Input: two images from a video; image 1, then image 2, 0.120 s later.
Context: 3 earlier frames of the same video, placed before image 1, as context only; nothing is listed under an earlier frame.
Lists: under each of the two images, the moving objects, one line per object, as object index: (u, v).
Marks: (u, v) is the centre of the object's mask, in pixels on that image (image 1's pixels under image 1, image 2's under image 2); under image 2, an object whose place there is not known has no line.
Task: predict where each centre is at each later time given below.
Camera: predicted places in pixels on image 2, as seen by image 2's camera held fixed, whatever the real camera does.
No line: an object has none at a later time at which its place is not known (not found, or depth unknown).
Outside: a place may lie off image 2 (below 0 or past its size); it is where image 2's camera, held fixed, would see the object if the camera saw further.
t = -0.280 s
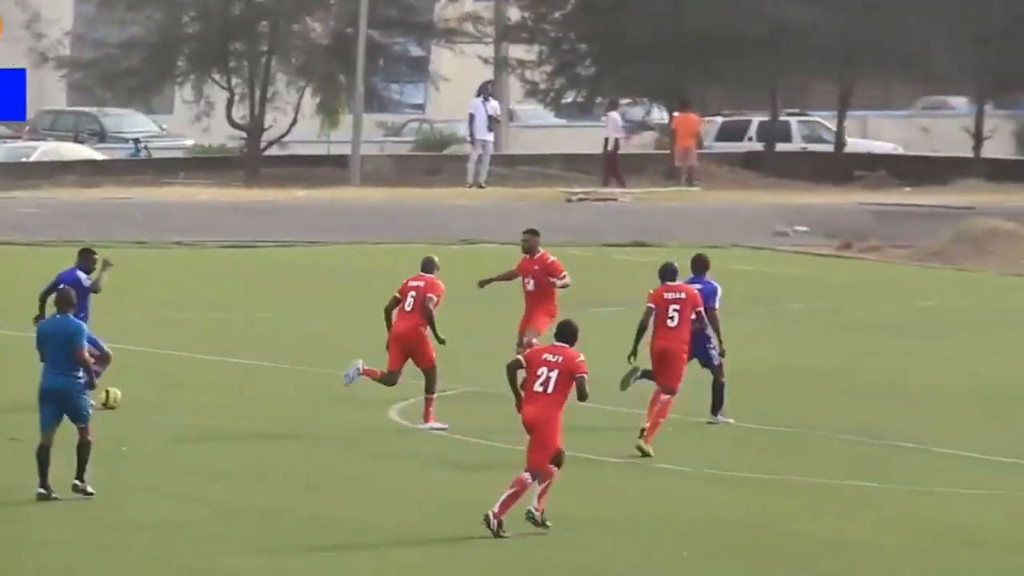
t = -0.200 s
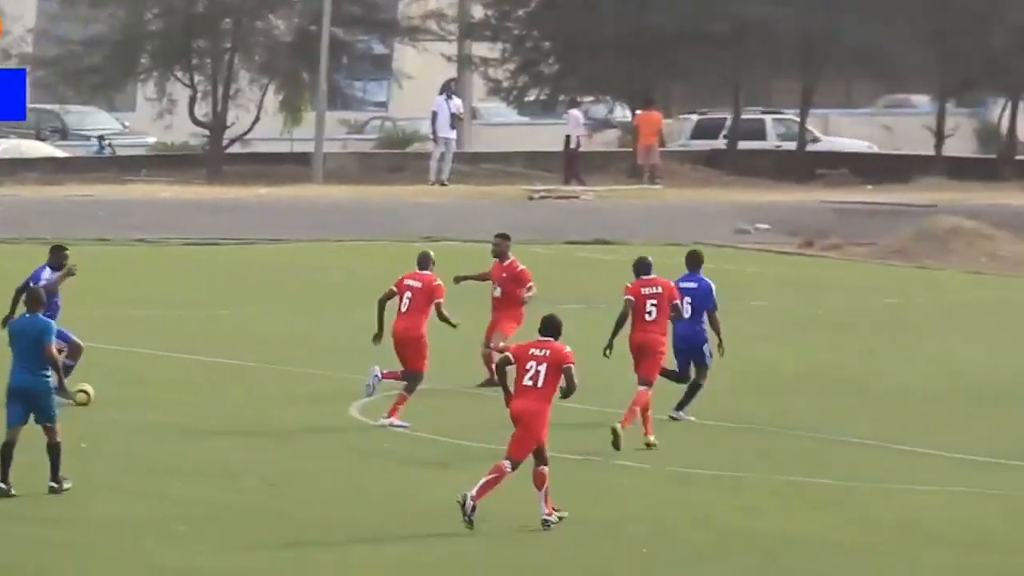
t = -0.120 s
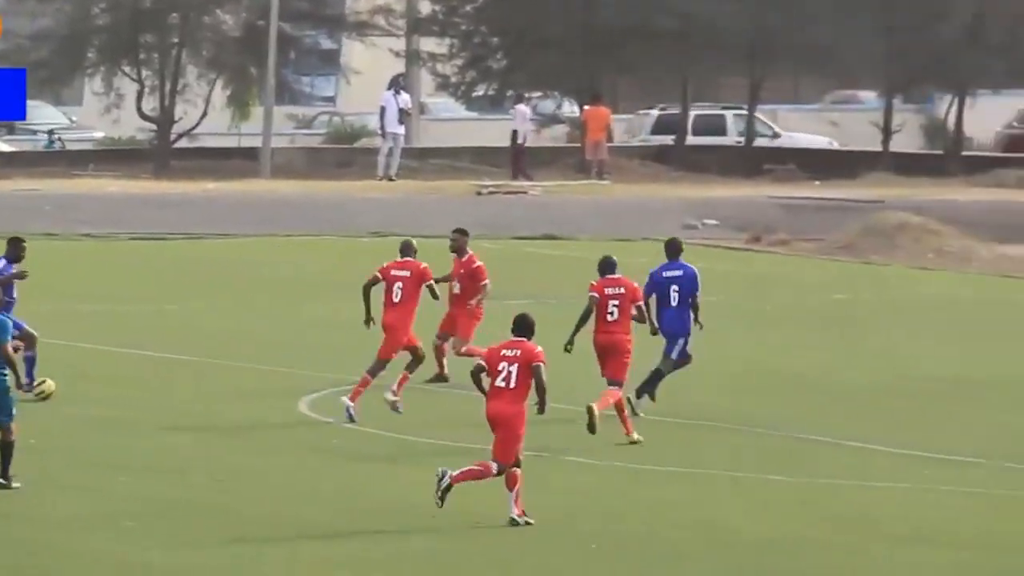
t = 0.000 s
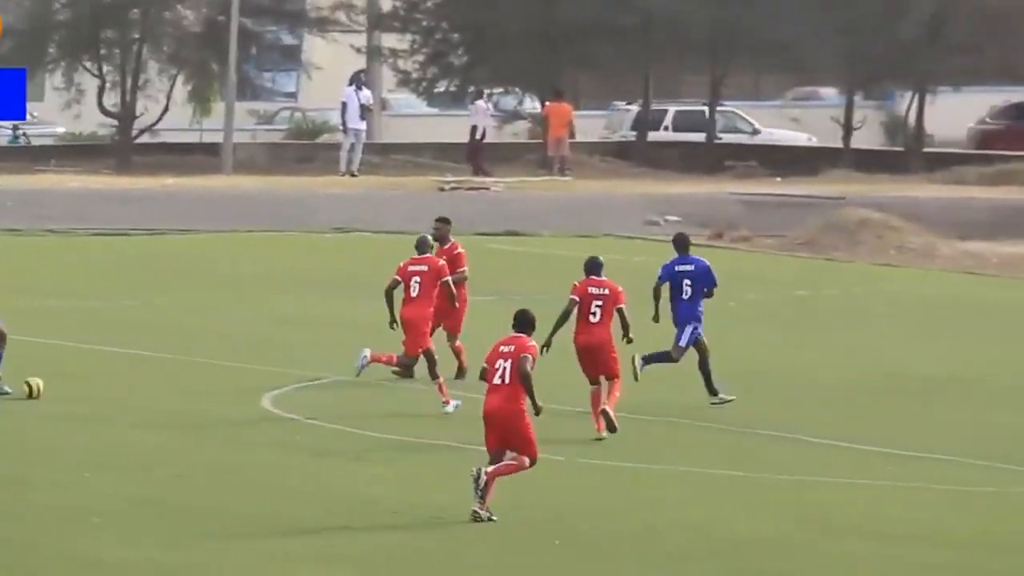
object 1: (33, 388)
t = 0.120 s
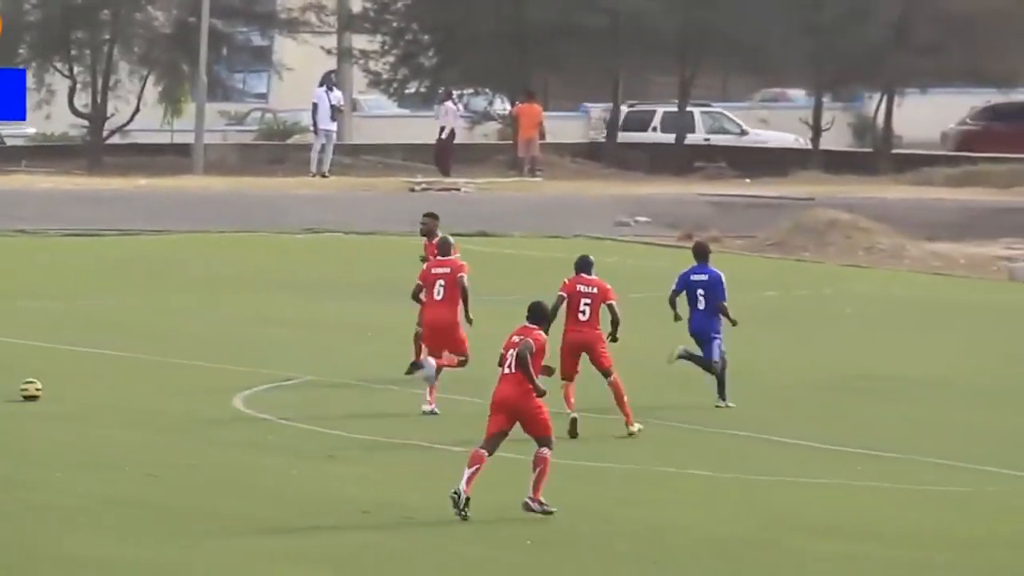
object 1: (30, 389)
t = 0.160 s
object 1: (37, 389)
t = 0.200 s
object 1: (45, 390)
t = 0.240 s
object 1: (50, 390)
